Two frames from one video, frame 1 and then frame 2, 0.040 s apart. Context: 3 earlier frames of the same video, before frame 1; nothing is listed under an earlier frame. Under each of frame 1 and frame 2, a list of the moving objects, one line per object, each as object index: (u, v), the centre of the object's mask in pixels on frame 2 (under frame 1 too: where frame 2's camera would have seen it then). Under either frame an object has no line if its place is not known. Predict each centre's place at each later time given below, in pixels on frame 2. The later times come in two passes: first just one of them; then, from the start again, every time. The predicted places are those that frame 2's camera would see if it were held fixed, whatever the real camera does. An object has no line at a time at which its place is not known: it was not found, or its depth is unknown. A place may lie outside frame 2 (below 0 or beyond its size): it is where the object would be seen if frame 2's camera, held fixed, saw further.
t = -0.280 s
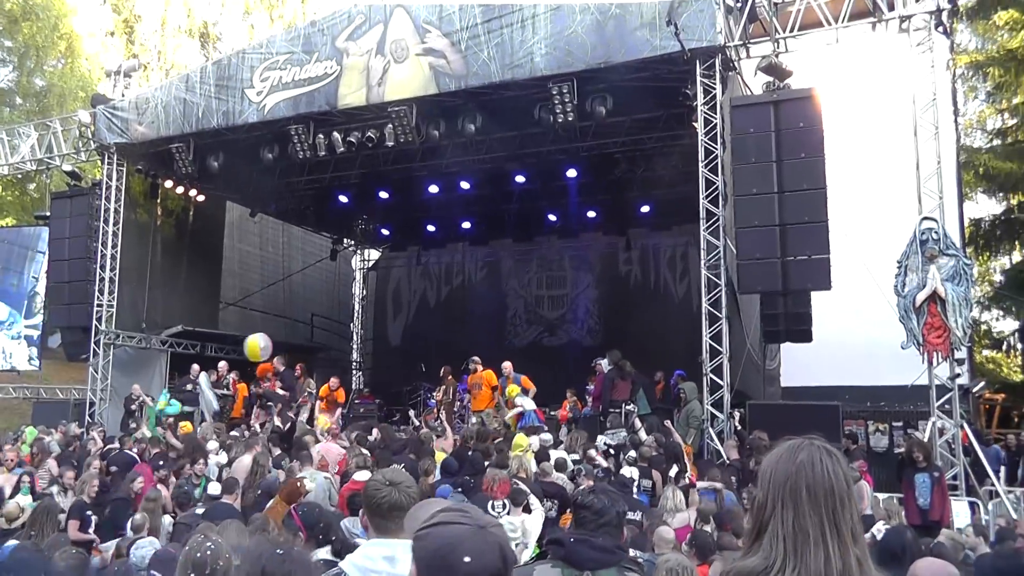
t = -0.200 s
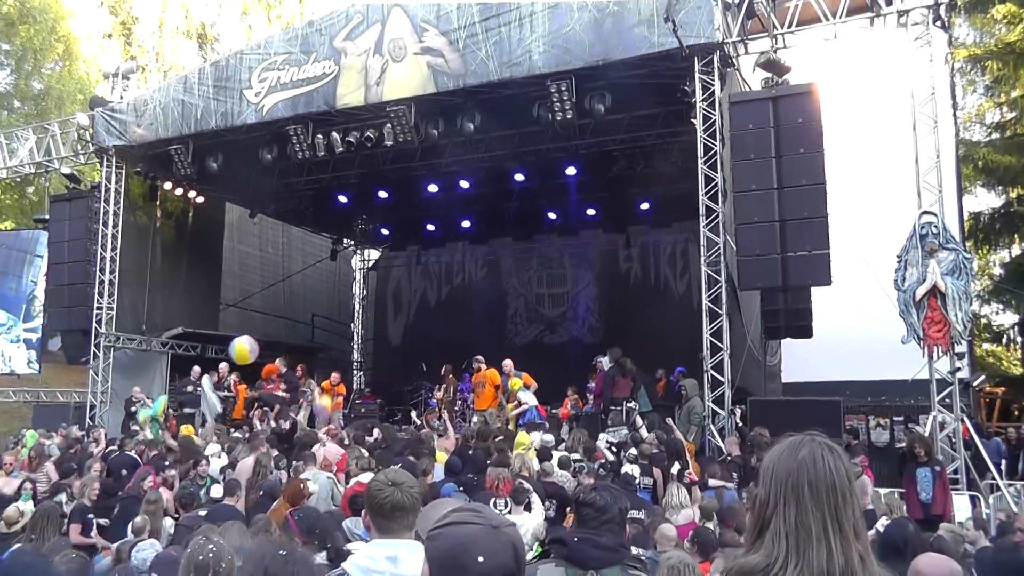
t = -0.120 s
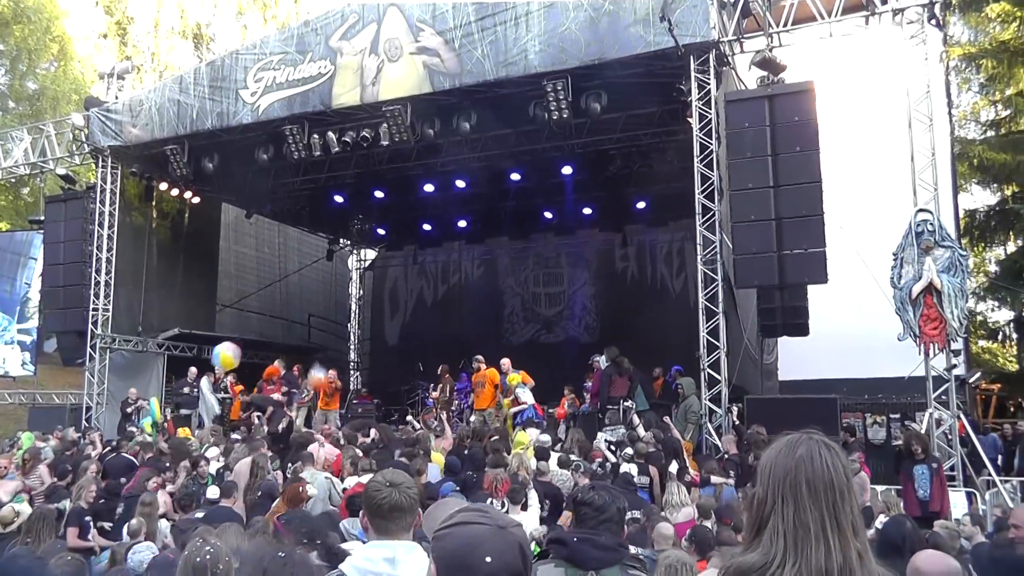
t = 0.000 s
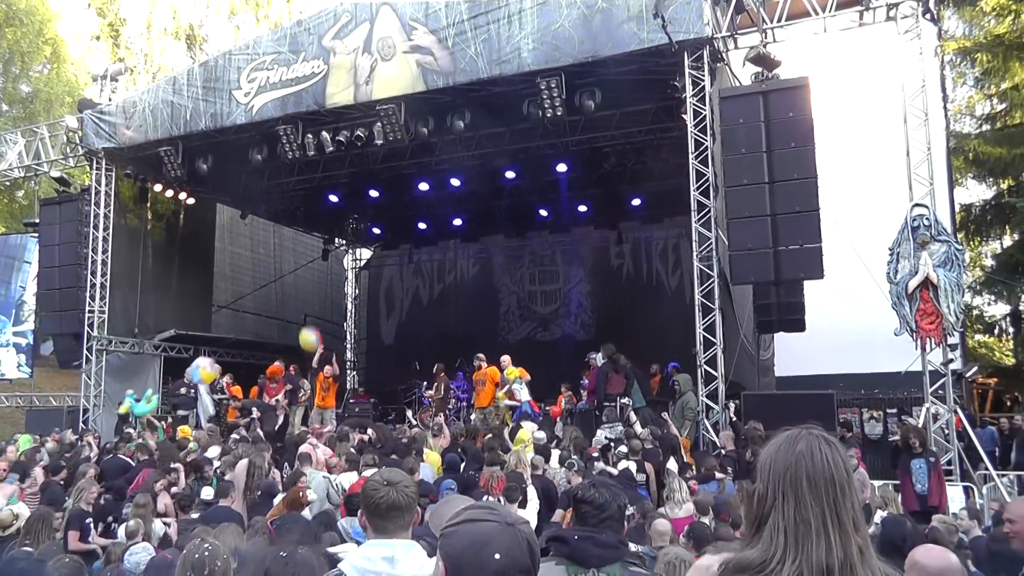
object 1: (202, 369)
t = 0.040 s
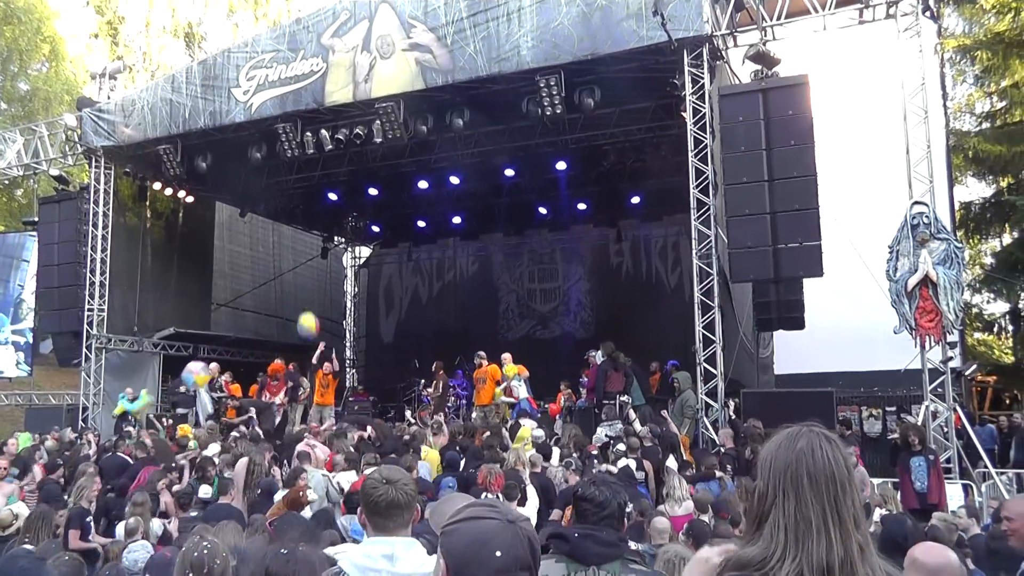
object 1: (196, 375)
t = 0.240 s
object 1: (166, 416)
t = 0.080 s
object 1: (190, 382)
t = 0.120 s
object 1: (183, 390)
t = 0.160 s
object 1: (178, 397)
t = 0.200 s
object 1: (172, 406)
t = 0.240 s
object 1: (166, 416)
